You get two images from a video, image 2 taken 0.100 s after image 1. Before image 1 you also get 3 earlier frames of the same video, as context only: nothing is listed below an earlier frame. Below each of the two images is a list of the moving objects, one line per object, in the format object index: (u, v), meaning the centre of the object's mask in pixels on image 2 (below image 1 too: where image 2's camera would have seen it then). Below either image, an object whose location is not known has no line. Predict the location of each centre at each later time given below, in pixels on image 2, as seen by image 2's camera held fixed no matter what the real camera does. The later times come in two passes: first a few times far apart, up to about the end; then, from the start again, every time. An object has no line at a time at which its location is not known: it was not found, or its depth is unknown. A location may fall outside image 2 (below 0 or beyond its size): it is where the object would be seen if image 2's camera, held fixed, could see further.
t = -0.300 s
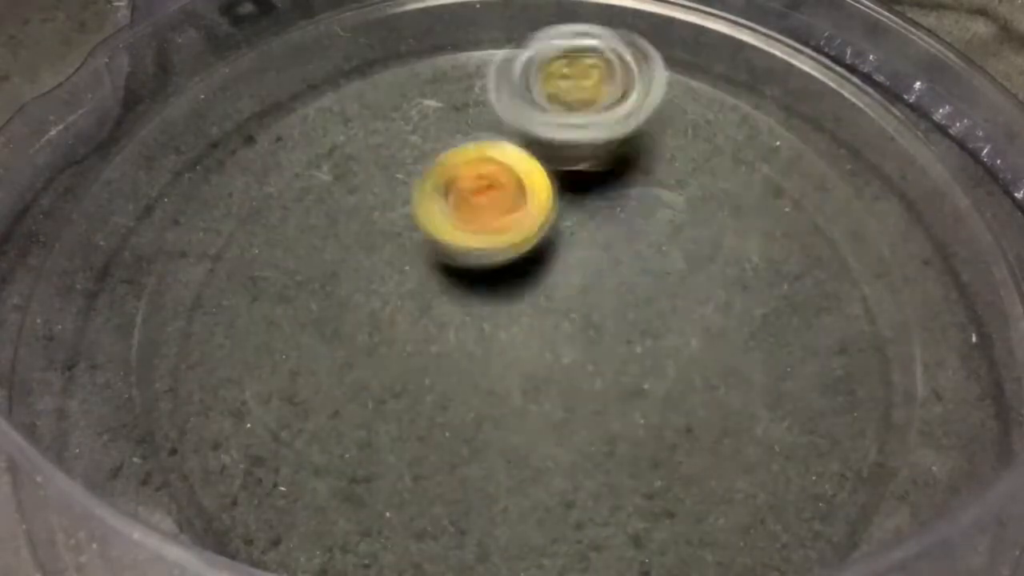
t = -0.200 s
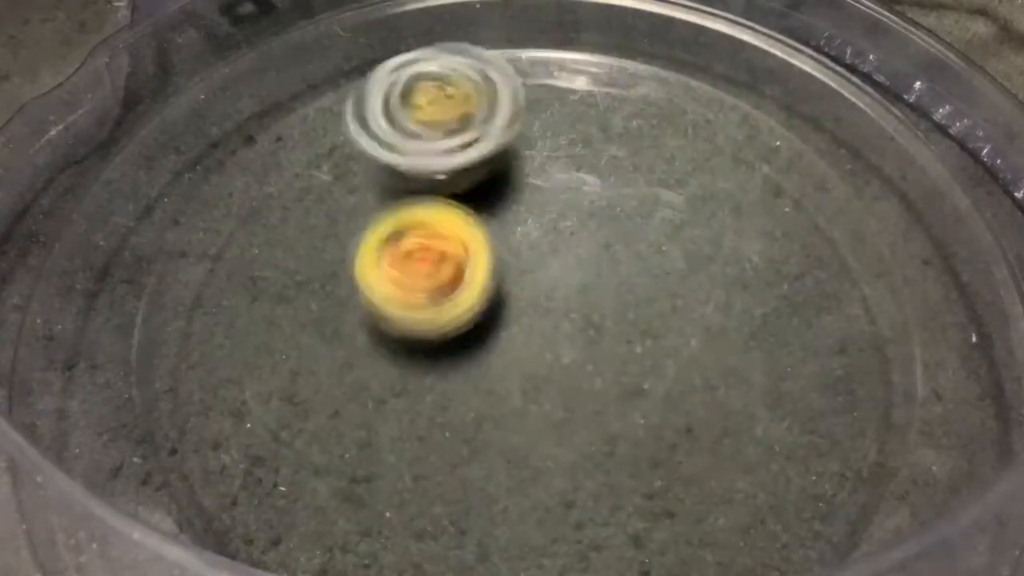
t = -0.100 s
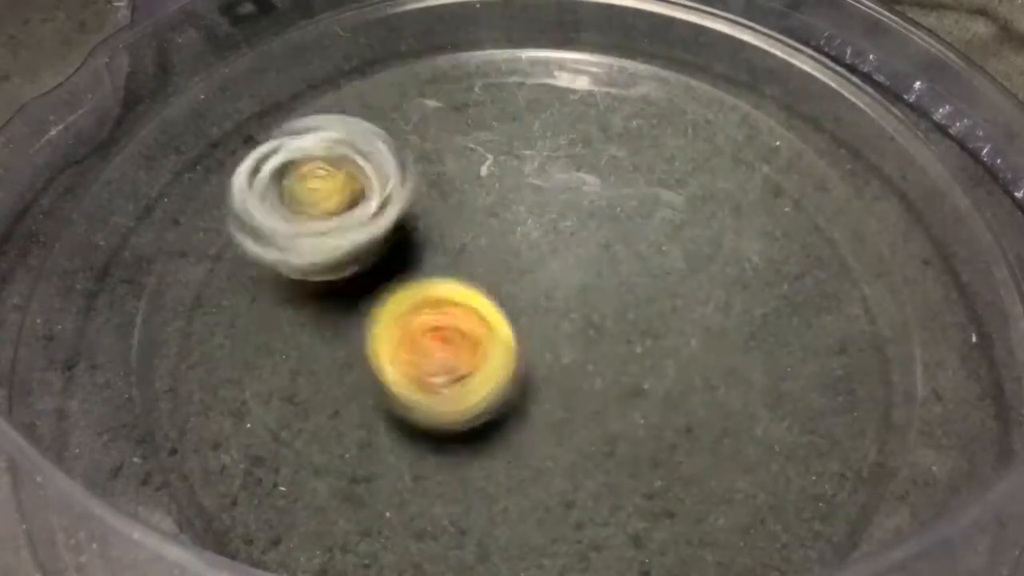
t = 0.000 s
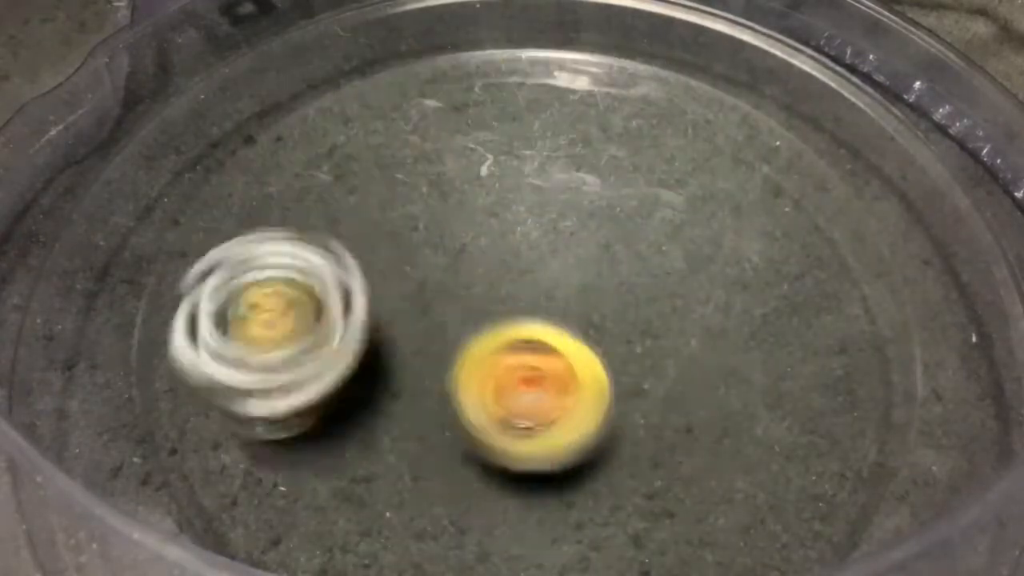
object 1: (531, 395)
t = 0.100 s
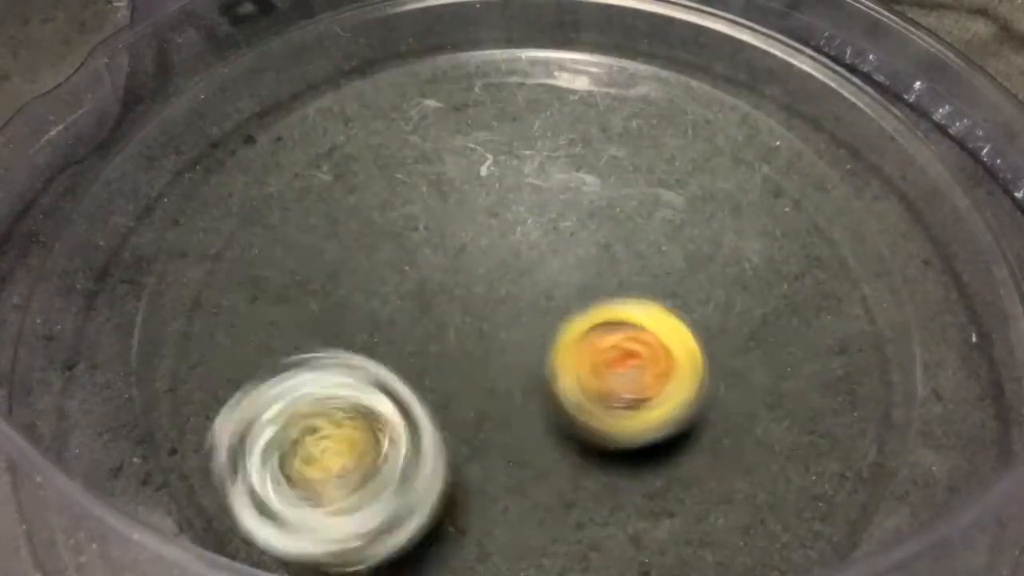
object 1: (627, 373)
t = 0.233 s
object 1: (662, 285)
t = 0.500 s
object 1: (465, 245)
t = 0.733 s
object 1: (503, 395)
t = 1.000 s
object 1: (642, 282)
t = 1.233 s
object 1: (469, 254)
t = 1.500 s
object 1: (518, 382)
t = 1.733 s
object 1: (571, 303)
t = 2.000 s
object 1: (537, 317)
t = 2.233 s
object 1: (495, 319)
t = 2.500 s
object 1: (540, 275)
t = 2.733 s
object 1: (542, 324)
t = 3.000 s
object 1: (524, 282)
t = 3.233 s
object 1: (534, 295)
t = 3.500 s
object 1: (519, 313)
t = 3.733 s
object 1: (483, 322)
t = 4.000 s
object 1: (494, 391)
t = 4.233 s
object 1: (595, 405)
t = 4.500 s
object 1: (535, 343)
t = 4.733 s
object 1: (481, 319)
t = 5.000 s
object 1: (454, 302)
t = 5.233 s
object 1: (493, 302)
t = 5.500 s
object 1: (476, 262)
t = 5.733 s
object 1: (476, 259)
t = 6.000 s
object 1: (534, 307)
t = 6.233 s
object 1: (575, 248)
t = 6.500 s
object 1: (527, 300)
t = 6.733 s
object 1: (509, 311)
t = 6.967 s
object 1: (806, 219)
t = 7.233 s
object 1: (993, 110)
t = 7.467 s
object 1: (981, 106)
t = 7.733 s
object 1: (961, 112)
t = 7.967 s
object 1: (844, 135)
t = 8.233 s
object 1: (537, 215)
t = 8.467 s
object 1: (452, 241)
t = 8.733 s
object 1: (572, 221)
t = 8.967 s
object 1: (669, 246)
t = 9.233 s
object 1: (581, 414)
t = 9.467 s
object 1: (373, 437)
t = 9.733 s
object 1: (385, 288)
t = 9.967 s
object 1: (582, 207)
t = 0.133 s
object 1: (647, 353)
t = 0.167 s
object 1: (660, 332)
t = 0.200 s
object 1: (664, 309)
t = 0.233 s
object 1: (662, 285)
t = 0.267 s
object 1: (649, 262)
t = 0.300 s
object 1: (630, 241)
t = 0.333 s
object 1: (605, 225)
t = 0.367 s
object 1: (578, 215)
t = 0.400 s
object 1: (547, 213)
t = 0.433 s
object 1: (515, 217)
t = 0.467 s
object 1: (488, 228)
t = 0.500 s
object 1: (465, 245)
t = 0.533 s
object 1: (446, 267)
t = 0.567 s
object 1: (436, 291)
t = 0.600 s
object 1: (433, 317)
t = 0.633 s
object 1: (439, 343)
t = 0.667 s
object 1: (455, 366)
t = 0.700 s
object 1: (475, 383)
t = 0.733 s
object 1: (503, 395)
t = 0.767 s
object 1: (534, 400)
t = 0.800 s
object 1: (567, 400)
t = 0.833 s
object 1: (598, 390)
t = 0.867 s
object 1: (622, 374)
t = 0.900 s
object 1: (640, 352)
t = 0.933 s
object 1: (649, 327)
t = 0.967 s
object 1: (650, 304)
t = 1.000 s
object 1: (642, 282)
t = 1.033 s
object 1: (625, 261)
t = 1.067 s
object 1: (601, 246)
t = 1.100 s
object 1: (575, 236)
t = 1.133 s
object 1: (550, 233)
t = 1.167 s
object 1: (519, 234)
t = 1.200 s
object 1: (492, 242)
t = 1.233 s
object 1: (469, 254)
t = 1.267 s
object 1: (451, 269)
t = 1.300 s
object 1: (437, 290)
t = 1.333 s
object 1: (432, 310)
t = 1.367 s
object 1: (435, 330)
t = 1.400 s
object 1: (446, 350)
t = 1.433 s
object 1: (465, 366)
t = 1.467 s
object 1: (490, 376)
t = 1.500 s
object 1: (518, 382)
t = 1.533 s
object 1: (541, 379)
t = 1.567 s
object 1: (558, 371)
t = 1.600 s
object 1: (571, 361)
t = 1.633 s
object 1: (577, 345)
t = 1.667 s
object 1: (577, 330)
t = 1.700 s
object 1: (575, 315)
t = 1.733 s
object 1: (571, 303)
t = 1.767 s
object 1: (567, 295)
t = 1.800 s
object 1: (562, 289)
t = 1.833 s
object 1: (557, 288)
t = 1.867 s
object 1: (553, 290)
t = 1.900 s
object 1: (548, 295)
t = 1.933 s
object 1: (544, 301)
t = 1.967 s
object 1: (541, 309)
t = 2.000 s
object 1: (537, 317)
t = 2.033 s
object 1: (533, 326)
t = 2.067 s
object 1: (527, 333)
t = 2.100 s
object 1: (520, 340)
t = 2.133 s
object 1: (510, 342)
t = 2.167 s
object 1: (507, 335)
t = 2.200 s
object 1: (500, 324)
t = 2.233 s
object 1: (495, 319)
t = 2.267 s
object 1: (494, 317)
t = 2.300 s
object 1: (499, 311)
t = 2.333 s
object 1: (504, 303)
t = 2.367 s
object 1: (510, 294)
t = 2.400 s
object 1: (515, 287)
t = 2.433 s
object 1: (524, 281)
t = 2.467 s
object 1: (532, 277)
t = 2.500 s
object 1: (540, 275)
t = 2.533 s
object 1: (550, 278)
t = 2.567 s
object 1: (558, 284)
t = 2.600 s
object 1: (564, 292)
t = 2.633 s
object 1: (564, 304)
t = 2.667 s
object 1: (561, 314)
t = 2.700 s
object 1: (552, 321)
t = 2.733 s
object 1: (542, 324)
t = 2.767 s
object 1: (534, 322)
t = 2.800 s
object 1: (529, 316)
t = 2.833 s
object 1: (525, 308)
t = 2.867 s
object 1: (522, 300)
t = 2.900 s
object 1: (522, 293)
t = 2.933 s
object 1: (520, 288)
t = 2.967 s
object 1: (522, 284)
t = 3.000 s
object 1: (524, 282)
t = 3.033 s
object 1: (525, 282)
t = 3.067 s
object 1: (527, 283)
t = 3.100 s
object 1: (529, 284)
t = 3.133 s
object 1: (531, 286)
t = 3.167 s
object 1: (532, 289)
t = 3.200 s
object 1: (532, 292)
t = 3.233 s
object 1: (534, 295)
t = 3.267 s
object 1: (537, 299)
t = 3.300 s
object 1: (537, 303)
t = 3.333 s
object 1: (538, 306)
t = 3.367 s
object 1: (538, 308)
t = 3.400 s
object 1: (538, 310)
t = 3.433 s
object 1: (538, 312)
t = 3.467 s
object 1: (529, 313)
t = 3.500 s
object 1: (519, 313)
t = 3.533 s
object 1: (511, 312)
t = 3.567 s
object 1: (504, 310)
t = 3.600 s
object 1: (502, 307)
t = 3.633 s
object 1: (495, 309)
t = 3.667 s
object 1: (488, 317)
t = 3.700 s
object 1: (484, 321)
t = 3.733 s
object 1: (483, 322)
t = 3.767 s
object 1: (482, 328)
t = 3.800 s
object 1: (479, 337)
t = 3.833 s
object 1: (474, 360)
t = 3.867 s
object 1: (471, 378)
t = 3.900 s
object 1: (472, 390)
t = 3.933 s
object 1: (476, 395)
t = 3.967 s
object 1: (485, 395)
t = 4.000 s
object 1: (494, 391)
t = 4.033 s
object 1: (510, 391)
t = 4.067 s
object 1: (536, 408)
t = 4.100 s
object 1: (559, 417)
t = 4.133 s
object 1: (576, 421)
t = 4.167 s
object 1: (589, 420)
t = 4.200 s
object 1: (595, 415)
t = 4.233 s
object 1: (595, 405)
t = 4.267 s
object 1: (590, 394)
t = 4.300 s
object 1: (582, 378)
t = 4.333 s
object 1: (573, 362)
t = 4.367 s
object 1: (563, 351)
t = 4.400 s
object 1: (554, 351)
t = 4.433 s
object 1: (548, 351)
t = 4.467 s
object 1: (541, 347)
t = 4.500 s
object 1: (535, 343)
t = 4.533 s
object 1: (529, 337)
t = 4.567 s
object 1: (525, 330)
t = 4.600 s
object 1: (522, 322)
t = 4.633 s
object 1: (520, 317)
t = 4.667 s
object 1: (508, 317)
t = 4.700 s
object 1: (494, 319)
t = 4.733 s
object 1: (481, 319)
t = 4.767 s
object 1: (475, 318)
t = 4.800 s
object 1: (471, 316)
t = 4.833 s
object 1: (472, 313)
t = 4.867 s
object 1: (476, 311)
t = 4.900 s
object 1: (481, 309)
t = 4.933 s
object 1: (481, 307)
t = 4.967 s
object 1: (464, 304)
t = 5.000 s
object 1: (454, 302)
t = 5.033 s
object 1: (449, 299)
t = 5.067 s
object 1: (449, 297)
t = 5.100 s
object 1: (455, 296)
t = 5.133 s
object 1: (462, 297)
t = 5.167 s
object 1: (472, 298)
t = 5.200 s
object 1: (482, 300)
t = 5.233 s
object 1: (493, 302)
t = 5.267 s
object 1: (504, 304)
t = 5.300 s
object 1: (514, 306)
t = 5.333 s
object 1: (524, 307)
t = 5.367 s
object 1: (532, 309)
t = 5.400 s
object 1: (540, 311)
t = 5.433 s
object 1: (524, 299)
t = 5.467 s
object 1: (496, 280)
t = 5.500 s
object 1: (476, 262)
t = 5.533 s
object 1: (463, 250)
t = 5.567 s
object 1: (456, 243)
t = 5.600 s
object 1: (453, 240)
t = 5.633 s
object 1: (454, 241)
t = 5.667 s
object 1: (458, 245)
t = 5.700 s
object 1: (467, 252)
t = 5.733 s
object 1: (476, 259)
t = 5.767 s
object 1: (486, 268)
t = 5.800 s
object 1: (496, 278)
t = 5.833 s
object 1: (504, 286)
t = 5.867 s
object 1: (511, 295)
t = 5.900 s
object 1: (517, 301)
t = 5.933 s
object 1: (522, 308)
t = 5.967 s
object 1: (527, 314)
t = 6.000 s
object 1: (534, 307)
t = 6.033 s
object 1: (549, 286)
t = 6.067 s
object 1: (560, 268)
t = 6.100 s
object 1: (569, 253)
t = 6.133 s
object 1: (574, 244)
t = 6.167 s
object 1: (576, 242)
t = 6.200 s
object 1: (576, 243)
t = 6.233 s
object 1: (575, 248)
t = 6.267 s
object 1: (571, 254)
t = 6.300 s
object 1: (566, 262)
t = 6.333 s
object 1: (560, 270)
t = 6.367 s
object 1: (552, 278)
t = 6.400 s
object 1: (545, 284)
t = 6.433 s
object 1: (539, 291)
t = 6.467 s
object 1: (533, 296)
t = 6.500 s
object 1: (527, 300)
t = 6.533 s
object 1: (523, 304)
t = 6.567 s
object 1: (519, 306)
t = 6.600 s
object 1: (515, 308)
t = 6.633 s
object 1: (512, 310)
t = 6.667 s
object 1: (509, 311)
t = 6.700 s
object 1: (508, 312)
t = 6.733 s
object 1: (509, 311)
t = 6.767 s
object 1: (508, 311)
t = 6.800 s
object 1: (509, 310)
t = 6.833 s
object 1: (512, 308)
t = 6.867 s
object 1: (527, 304)
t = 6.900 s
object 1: (623, 281)
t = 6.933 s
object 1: (721, 252)
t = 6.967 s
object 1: (806, 219)
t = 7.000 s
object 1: (881, 187)
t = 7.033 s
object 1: (937, 167)
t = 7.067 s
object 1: (974, 155)
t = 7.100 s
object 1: (991, 131)
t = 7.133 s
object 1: (1001, 128)
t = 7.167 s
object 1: (999, 118)
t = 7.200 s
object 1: (994, 114)
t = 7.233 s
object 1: (993, 110)
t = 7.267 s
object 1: (990, 107)
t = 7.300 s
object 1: (990, 106)
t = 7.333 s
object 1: (988, 105)
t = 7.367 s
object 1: (986, 104)
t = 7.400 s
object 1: (986, 105)
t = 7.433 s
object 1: (983, 104)
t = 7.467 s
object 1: (981, 106)
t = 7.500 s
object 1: (979, 104)
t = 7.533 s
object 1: (977, 103)
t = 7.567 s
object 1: (975, 104)
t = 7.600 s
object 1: (973, 103)
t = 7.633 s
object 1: (972, 104)
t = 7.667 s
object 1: (969, 105)
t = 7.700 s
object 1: (966, 108)
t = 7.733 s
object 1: (961, 112)
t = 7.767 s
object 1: (940, 119)
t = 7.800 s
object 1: (920, 121)
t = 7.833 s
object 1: (901, 126)
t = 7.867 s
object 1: (888, 126)
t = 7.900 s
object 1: (871, 129)
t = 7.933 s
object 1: (860, 132)
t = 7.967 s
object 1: (844, 135)
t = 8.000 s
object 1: (815, 142)
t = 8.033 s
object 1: (787, 147)
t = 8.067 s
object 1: (750, 158)
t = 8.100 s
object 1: (710, 169)
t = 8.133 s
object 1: (663, 180)
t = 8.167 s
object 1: (619, 195)
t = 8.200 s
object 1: (578, 206)
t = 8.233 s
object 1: (537, 215)
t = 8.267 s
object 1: (505, 223)
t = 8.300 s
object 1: (476, 232)
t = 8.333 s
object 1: (455, 241)
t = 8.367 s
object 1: (440, 251)
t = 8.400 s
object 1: (434, 256)
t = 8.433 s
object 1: (438, 251)
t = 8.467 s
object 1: (452, 241)
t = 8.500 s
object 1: (468, 232)
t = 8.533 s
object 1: (482, 225)
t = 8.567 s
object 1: (497, 219)
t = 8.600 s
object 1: (509, 217)
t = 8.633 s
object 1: (523, 215)
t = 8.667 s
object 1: (534, 219)
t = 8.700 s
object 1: (548, 220)
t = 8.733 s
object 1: (572, 221)
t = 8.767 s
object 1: (594, 222)
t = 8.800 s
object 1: (616, 223)
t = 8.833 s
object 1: (633, 226)
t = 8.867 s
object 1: (646, 231)
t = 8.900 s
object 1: (660, 235)
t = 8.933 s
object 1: (664, 241)
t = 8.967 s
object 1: (669, 246)
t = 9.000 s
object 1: (670, 256)
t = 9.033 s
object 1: (667, 263)
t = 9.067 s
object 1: (663, 278)
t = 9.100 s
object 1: (656, 299)
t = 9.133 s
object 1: (648, 331)
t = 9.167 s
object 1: (636, 364)
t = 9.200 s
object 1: (613, 393)
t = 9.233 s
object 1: (581, 414)
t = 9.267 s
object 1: (548, 431)
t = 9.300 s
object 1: (518, 444)
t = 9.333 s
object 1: (478, 452)
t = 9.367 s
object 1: (448, 454)
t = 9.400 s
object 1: (418, 451)
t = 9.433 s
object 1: (395, 448)
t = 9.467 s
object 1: (373, 437)
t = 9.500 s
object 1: (357, 421)
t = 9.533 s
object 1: (347, 406)
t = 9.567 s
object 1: (344, 385)
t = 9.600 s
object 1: (342, 369)
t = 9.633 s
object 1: (347, 349)
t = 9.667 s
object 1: (356, 328)
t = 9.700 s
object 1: (369, 309)
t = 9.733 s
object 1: (385, 288)
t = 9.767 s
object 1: (409, 267)
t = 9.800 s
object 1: (442, 251)
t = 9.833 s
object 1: (470, 236)
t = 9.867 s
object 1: (502, 225)
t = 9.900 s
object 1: (528, 221)
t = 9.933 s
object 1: (552, 213)
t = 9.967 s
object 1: (582, 207)
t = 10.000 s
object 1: (611, 202)
